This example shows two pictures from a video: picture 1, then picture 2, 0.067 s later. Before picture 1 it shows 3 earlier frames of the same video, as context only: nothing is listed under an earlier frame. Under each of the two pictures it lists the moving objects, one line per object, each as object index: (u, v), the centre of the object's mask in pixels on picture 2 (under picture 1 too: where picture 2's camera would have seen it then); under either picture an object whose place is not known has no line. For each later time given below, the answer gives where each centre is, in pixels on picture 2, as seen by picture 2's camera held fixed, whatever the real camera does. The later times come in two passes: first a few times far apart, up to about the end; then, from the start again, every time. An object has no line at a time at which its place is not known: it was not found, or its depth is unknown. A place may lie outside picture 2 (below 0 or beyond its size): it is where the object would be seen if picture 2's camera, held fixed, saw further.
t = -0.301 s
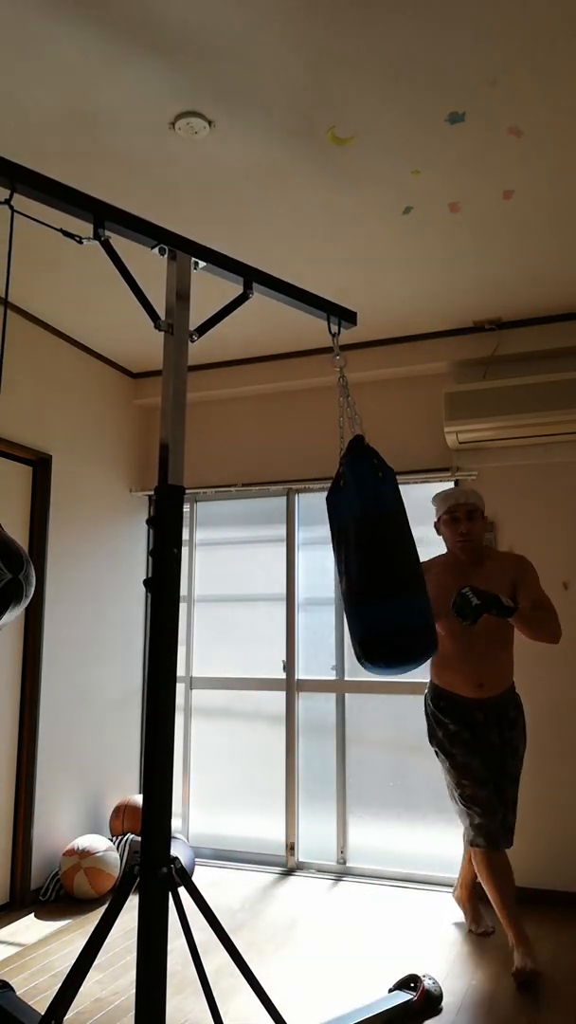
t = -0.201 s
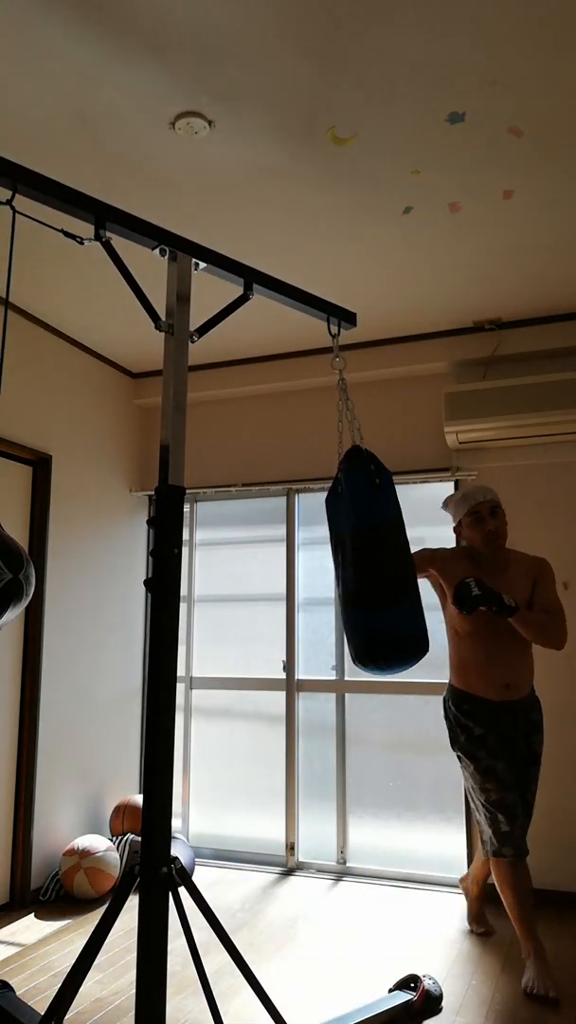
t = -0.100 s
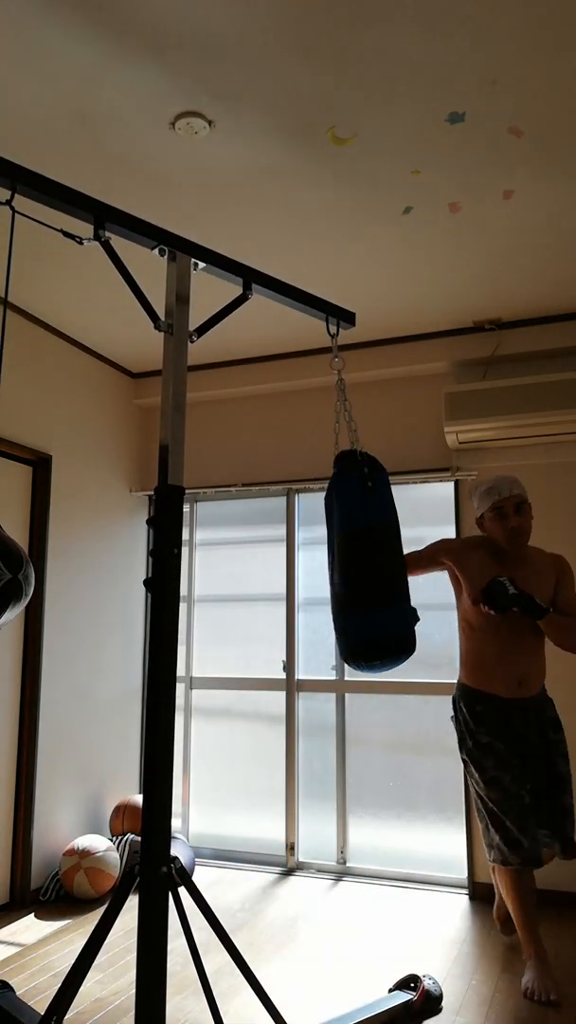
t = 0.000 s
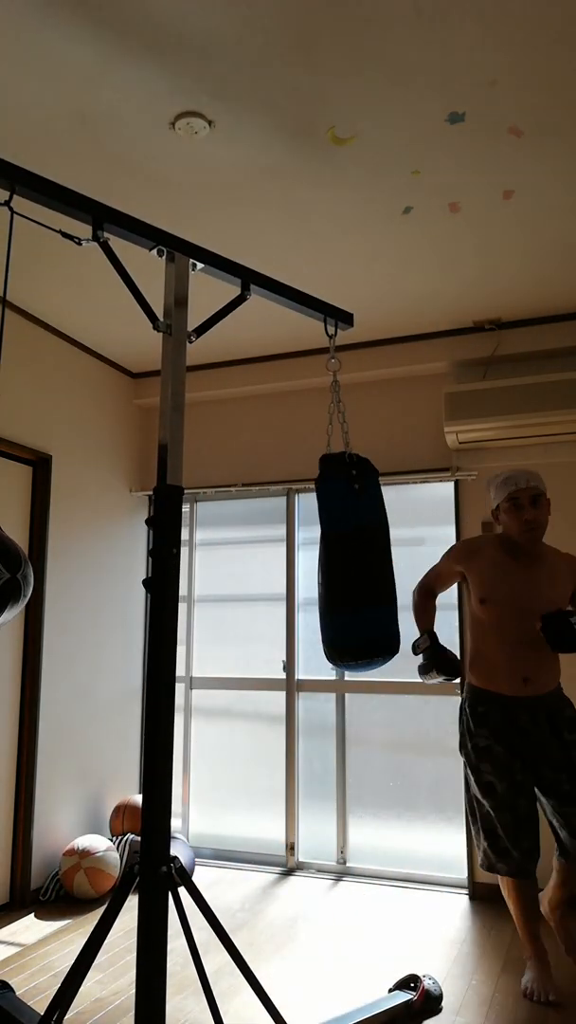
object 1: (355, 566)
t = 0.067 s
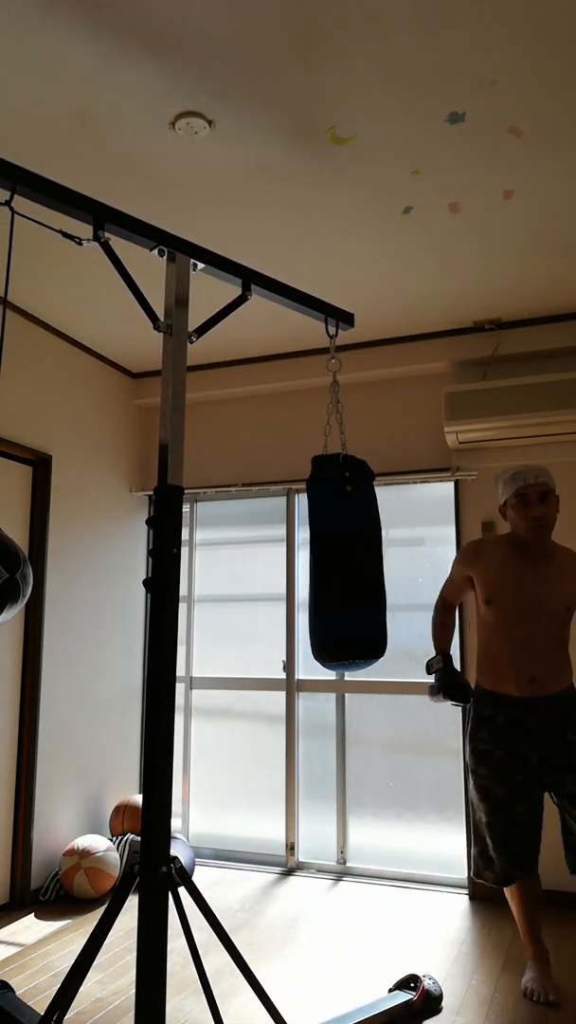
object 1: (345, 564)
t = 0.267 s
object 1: (314, 561)
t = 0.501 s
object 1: (288, 560)
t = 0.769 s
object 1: (290, 559)
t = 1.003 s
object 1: (325, 558)
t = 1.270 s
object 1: (363, 559)
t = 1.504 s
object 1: (374, 560)
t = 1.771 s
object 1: (356, 564)
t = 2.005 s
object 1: (326, 568)
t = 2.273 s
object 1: (293, 567)
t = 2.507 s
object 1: (288, 565)
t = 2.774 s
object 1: (321, 561)
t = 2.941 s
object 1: (350, 560)
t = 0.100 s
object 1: (340, 564)
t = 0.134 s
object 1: (335, 563)
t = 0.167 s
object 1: (329, 562)
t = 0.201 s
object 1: (324, 562)
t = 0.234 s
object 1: (318, 562)
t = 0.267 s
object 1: (314, 561)
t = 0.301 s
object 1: (309, 561)
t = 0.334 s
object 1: (305, 561)
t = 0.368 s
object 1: (300, 561)
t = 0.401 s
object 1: (296, 560)
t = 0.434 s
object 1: (293, 560)
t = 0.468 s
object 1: (290, 560)
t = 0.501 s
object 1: (288, 560)
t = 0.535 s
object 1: (286, 560)
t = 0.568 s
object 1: (285, 559)
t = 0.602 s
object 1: (284, 559)
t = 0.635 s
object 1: (284, 559)
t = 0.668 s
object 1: (285, 559)
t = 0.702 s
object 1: (286, 559)
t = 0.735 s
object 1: (288, 559)
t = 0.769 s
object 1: (290, 559)
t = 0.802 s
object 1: (297, 559)
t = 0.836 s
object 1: (301, 558)
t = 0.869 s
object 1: (305, 558)
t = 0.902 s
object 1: (309, 558)
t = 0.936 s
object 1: (314, 558)
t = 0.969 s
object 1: (319, 559)
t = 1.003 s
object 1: (325, 558)
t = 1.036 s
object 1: (330, 559)
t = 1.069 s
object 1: (336, 558)
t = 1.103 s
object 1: (341, 559)
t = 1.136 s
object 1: (346, 559)
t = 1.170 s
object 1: (350, 559)
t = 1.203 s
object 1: (355, 559)
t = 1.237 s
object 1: (359, 559)
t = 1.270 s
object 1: (363, 559)
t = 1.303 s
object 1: (366, 559)
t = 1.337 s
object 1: (369, 559)
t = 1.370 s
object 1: (371, 559)
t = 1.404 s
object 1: (372, 559)
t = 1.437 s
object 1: (373, 560)
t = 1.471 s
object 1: (374, 560)
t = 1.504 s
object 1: (374, 560)
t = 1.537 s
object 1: (373, 560)
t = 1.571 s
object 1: (372, 561)
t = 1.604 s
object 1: (370, 561)
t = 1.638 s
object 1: (368, 562)
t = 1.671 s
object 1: (366, 562)
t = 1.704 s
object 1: (363, 563)
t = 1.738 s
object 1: (359, 563)
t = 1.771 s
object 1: (356, 564)
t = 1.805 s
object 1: (352, 564)
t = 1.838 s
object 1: (348, 565)
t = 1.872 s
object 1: (344, 566)
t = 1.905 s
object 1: (339, 566)
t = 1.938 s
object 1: (335, 567)
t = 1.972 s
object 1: (331, 567)
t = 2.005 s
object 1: (326, 568)
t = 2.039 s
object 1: (321, 568)
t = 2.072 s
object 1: (316, 567)
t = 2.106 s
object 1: (311, 567)
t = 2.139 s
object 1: (307, 567)
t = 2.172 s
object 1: (303, 567)
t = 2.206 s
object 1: (299, 567)
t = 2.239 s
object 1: (296, 566)
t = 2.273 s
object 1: (293, 567)
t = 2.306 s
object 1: (290, 566)
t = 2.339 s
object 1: (288, 566)
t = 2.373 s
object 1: (287, 566)
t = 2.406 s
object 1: (286, 565)
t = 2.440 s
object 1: (286, 565)
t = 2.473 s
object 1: (286, 565)
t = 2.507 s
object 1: (288, 565)
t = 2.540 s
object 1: (290, 565)
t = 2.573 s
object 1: (293, 564)
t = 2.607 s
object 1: (296, 563)
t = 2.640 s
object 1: (300, 562)
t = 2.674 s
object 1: (305, 562)
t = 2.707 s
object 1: (310, 561)
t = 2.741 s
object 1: (315, 561)
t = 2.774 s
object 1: (321, 561)
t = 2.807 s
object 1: (327, 560)
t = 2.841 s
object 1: (332, 560)
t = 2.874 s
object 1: (339, 560)
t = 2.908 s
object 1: (345, 560)
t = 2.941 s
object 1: (350, 560)
